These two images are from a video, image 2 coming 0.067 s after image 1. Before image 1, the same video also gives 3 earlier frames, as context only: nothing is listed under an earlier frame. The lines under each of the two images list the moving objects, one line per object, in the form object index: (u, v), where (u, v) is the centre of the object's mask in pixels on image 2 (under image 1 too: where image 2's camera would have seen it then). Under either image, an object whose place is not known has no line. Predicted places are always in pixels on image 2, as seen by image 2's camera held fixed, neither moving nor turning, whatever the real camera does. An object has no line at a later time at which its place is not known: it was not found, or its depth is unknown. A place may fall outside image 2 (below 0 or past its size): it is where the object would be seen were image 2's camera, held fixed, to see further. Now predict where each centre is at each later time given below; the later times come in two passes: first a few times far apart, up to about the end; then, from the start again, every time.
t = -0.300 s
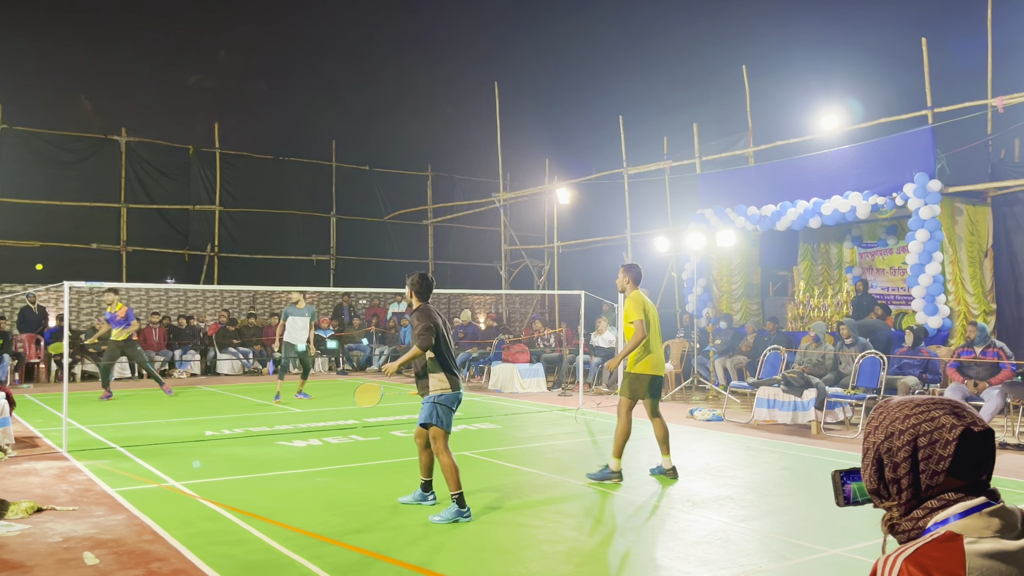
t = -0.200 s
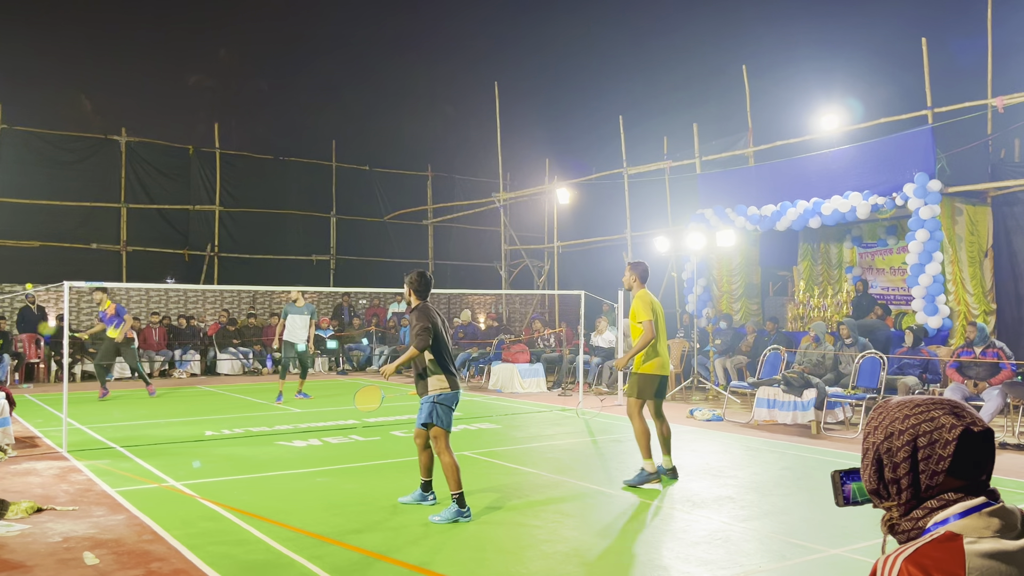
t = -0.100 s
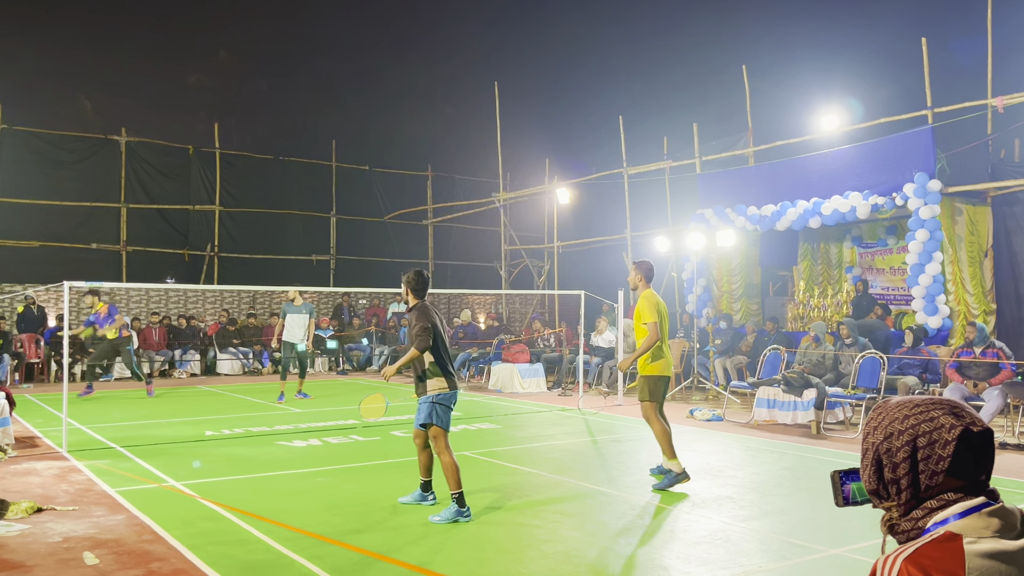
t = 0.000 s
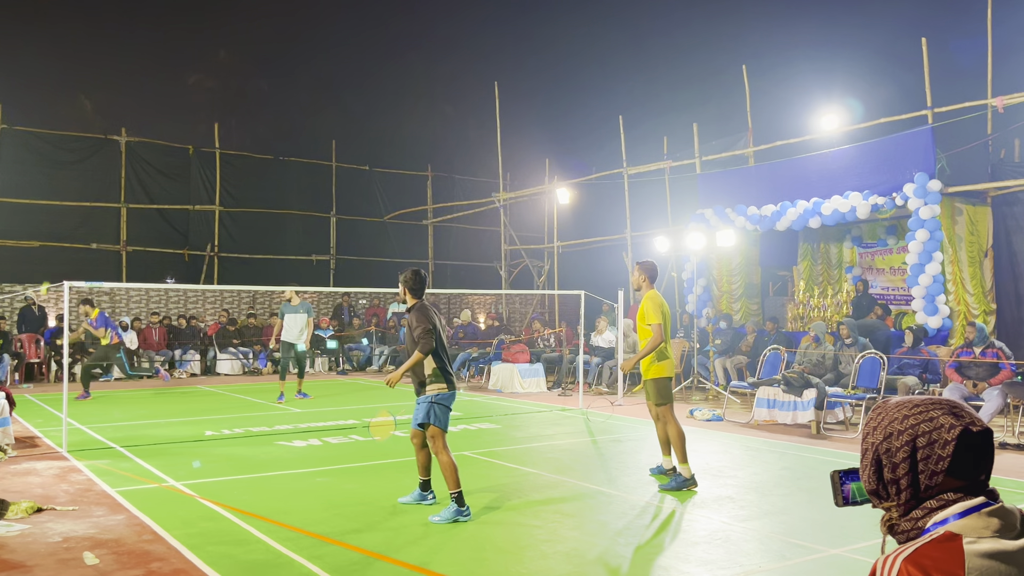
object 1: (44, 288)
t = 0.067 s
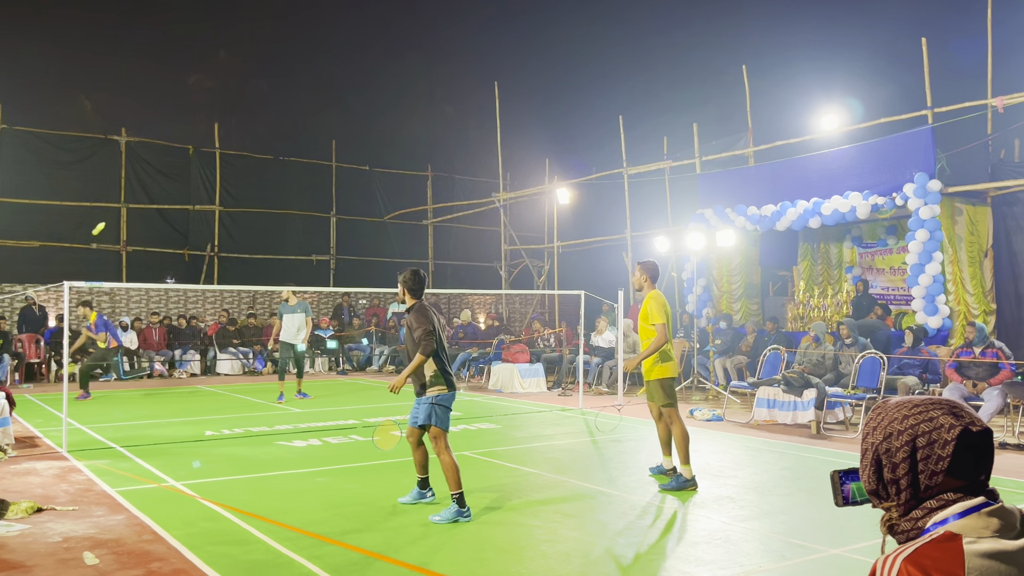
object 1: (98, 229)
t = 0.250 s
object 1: (210, 122)
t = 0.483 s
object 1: (319, 59)
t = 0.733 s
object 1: (423, 64)
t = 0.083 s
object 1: (110, 216)
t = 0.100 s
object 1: (122, 205)
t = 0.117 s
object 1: (133, 193)
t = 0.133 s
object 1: (143, 183)
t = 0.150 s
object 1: (154, 172)
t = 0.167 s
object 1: (163, 163)
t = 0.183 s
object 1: (173, 154)
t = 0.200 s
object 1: (183, 145)
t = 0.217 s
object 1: (192, 137)
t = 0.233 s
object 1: (200, 130)
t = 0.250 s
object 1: (210, 122)
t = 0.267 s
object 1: (218, 116)
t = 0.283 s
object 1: (226, 110)
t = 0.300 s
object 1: (235, 103)
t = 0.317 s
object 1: (243, 98)
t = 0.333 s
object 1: (250, 92)
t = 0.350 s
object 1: (259, 87)
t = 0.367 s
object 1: (266, 82)
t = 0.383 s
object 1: (274, 78)
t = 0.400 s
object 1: (282, 74)
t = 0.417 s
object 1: (289, 71)
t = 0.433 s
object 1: (297, 67)
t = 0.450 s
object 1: (304, 64)
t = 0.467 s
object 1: (312, 62)
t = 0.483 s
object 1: (319, 59)
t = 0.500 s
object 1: (326, 58)
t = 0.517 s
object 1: (333, 56)
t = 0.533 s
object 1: (340, 54)
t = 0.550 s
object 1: (348, 53)
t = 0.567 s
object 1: (355, 53)
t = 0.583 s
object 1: (362, 52)
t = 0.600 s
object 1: (369, 52)
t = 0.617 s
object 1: (376, 52)
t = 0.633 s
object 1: (382, 53)
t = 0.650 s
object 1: (390, 54)
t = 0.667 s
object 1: (396, 55)
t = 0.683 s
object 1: (403, 57)
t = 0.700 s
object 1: (410, 59)
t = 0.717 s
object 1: (417, 62)
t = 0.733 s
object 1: (423, 64)
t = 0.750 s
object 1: (430, 67)
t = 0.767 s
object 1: (437, 71)
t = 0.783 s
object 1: (444, 75)
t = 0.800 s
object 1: (450, 79)
